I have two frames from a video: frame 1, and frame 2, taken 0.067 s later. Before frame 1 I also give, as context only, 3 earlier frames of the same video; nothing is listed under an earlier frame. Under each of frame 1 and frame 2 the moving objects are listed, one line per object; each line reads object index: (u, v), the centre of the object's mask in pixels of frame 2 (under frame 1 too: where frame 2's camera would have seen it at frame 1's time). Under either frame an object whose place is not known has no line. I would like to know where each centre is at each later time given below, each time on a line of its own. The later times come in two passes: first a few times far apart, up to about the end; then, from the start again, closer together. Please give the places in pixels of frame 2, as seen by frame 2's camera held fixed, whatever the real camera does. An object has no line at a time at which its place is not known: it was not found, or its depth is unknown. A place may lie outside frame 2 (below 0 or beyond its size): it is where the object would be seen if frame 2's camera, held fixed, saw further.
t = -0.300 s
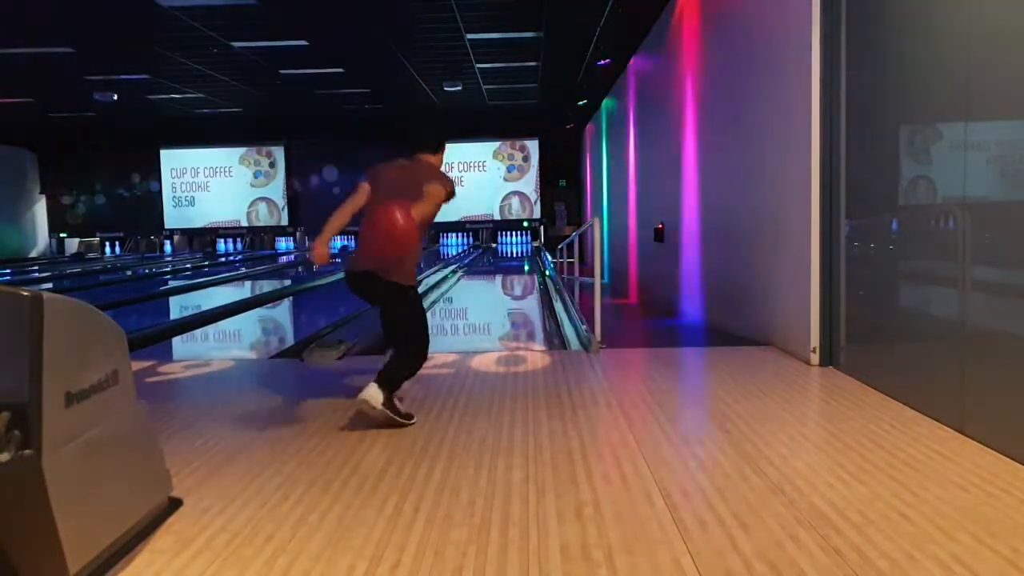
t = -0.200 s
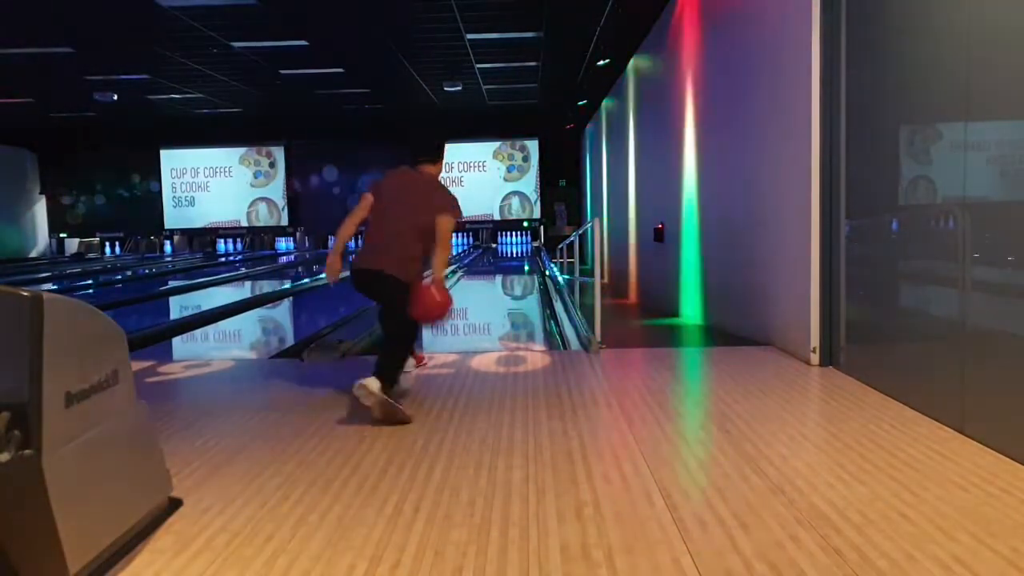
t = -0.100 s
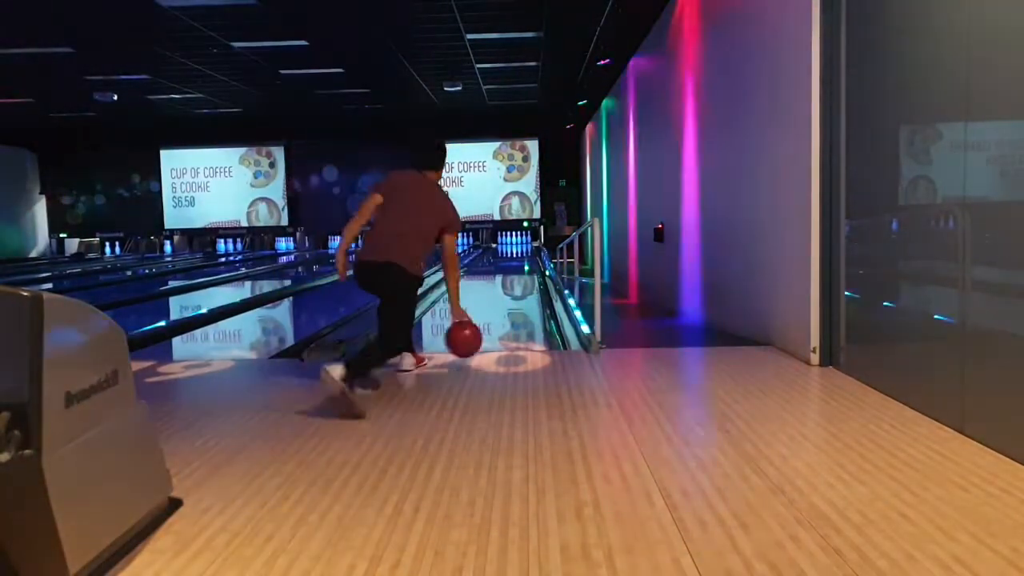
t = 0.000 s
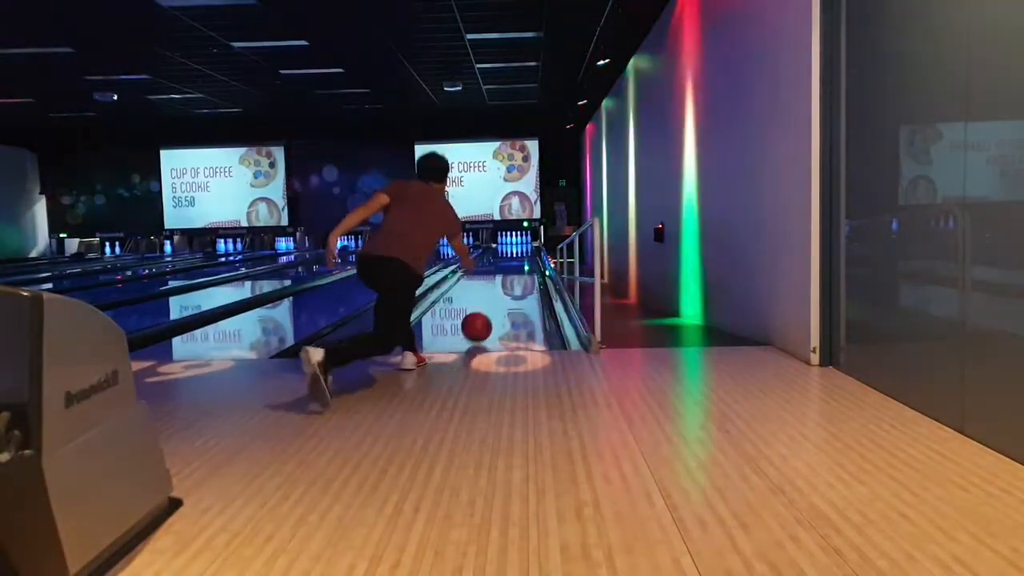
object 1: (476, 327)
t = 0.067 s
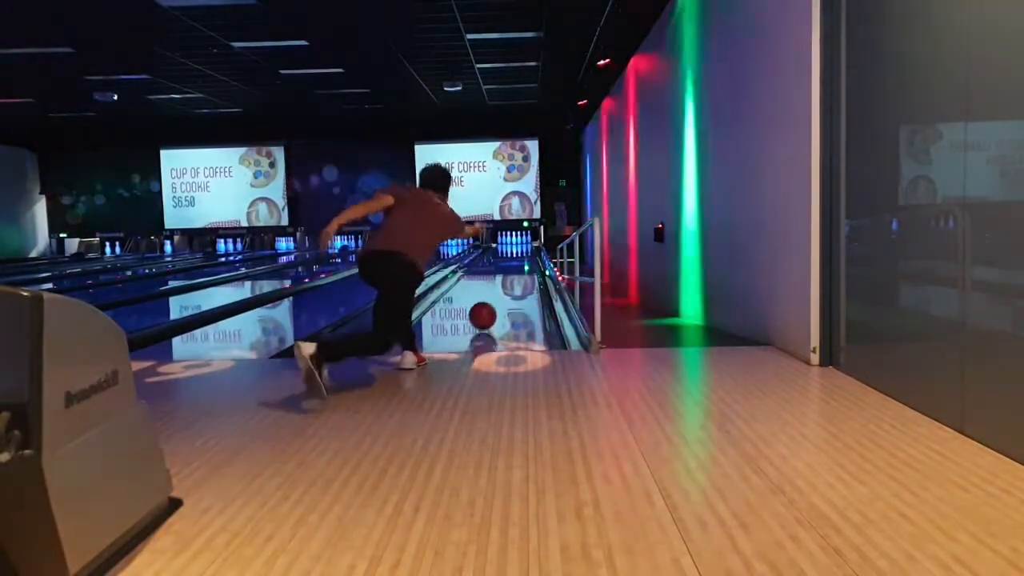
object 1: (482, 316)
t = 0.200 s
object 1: (491, 299)
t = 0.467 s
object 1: (502, 279)
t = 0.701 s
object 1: (507, 269)
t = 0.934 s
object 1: (512, 258)
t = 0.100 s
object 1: (485, 311)
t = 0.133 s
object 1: (487, 307)
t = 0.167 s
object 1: (489, 302)
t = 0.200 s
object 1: (491, 299)
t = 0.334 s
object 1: (497, 286)
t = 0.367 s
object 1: (499, 284)
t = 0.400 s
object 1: (500, 282)
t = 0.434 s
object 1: (501, 281)
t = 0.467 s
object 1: (502, 279)
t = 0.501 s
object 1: (503, 277)
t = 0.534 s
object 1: (504, 275)
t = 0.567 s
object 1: (505, 273)
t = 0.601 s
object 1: (506, 271)
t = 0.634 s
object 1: (506, 270)
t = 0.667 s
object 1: (507, 269)
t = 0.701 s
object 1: (507, 269)
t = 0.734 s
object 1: (507, 268)
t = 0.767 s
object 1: (509, 267)
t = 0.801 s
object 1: (508, 267)
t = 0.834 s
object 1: (508, 266)
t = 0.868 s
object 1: (511, 265)
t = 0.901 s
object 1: (511, 267)
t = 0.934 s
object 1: (512, 258)
